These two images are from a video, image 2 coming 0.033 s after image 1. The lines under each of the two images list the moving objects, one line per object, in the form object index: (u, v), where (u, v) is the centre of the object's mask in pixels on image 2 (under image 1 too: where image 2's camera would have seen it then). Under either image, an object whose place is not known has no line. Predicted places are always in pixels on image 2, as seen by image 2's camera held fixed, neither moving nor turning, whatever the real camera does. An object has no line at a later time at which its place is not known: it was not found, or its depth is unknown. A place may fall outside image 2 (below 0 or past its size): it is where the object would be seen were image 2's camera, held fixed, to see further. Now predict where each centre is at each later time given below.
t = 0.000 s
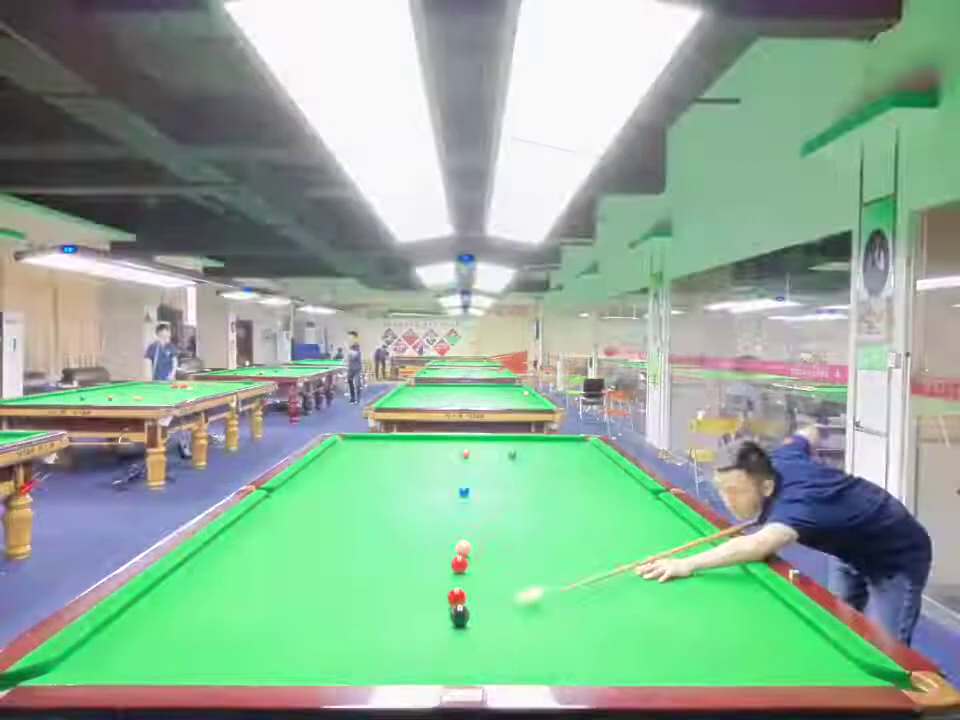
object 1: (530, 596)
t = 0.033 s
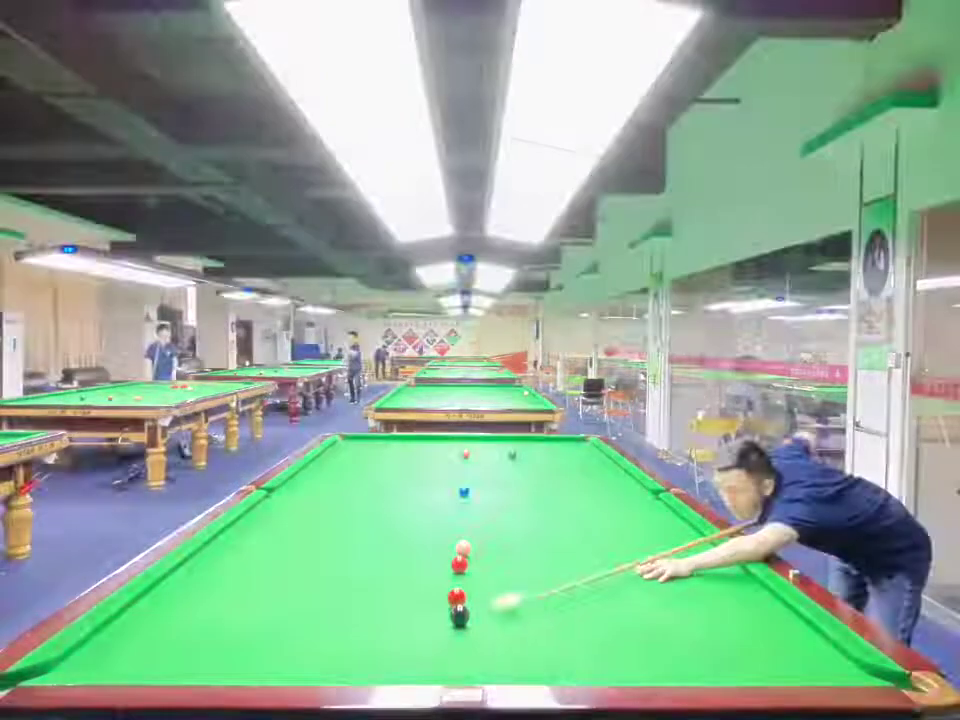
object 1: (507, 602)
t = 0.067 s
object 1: (485, 609)
